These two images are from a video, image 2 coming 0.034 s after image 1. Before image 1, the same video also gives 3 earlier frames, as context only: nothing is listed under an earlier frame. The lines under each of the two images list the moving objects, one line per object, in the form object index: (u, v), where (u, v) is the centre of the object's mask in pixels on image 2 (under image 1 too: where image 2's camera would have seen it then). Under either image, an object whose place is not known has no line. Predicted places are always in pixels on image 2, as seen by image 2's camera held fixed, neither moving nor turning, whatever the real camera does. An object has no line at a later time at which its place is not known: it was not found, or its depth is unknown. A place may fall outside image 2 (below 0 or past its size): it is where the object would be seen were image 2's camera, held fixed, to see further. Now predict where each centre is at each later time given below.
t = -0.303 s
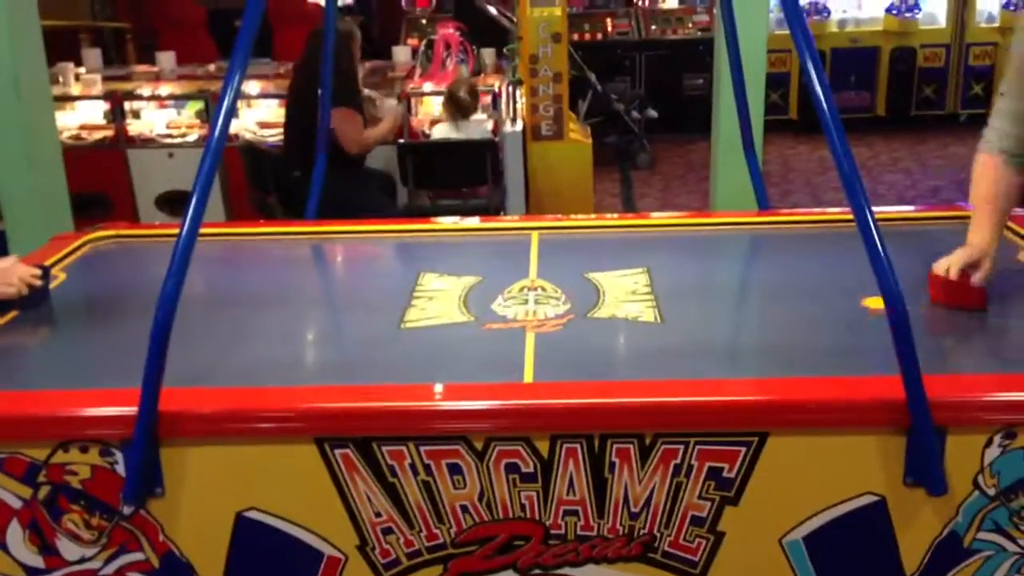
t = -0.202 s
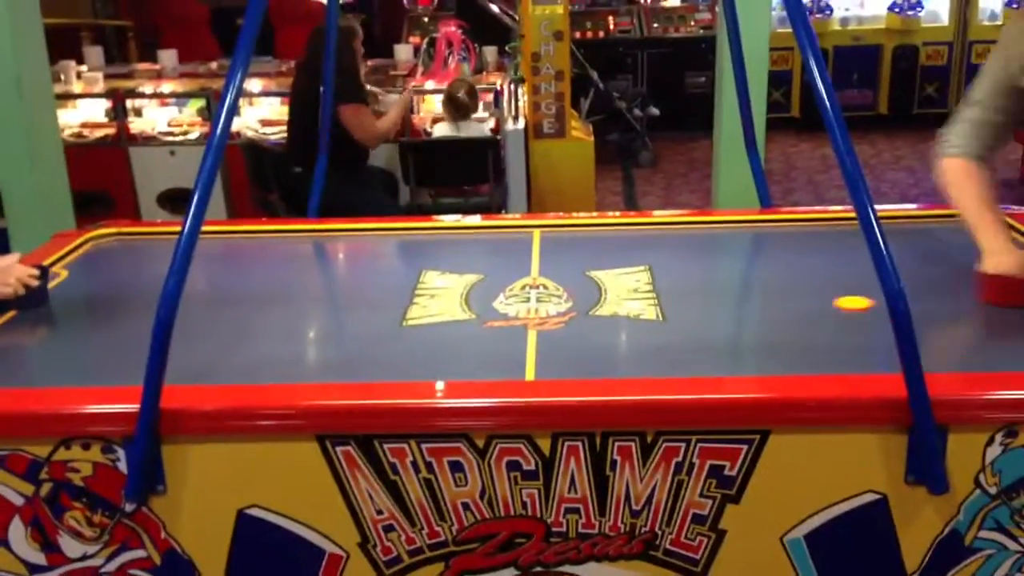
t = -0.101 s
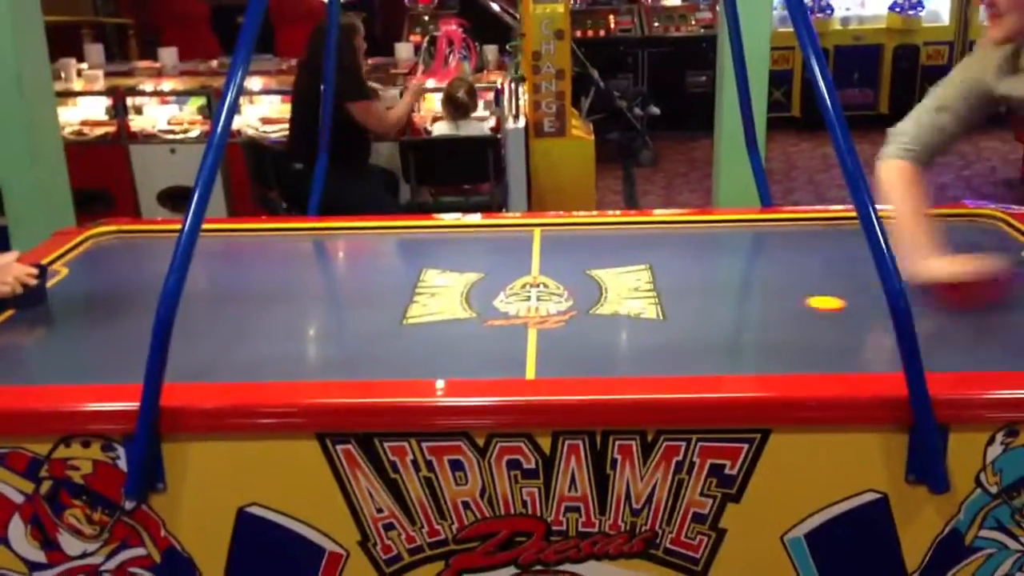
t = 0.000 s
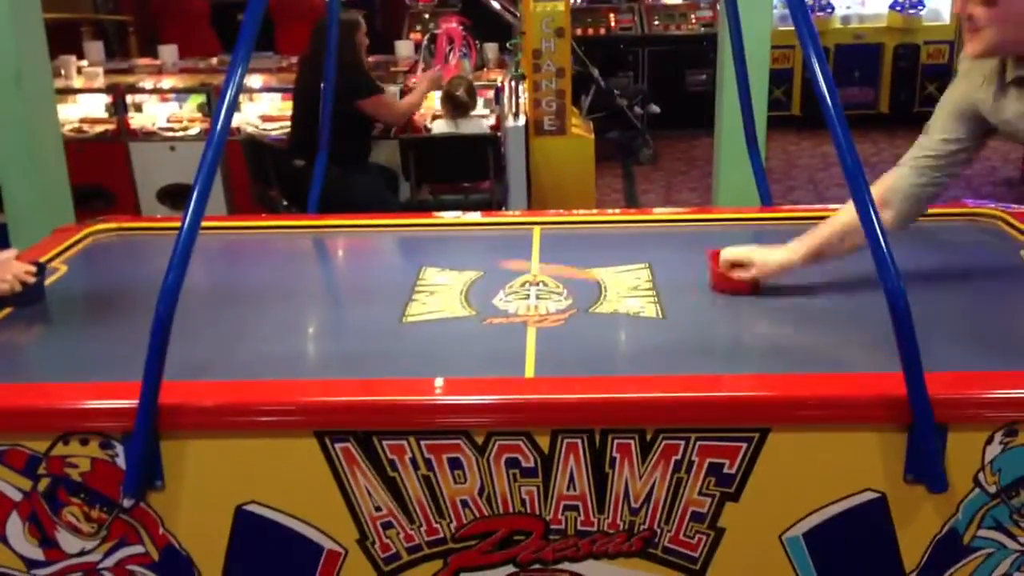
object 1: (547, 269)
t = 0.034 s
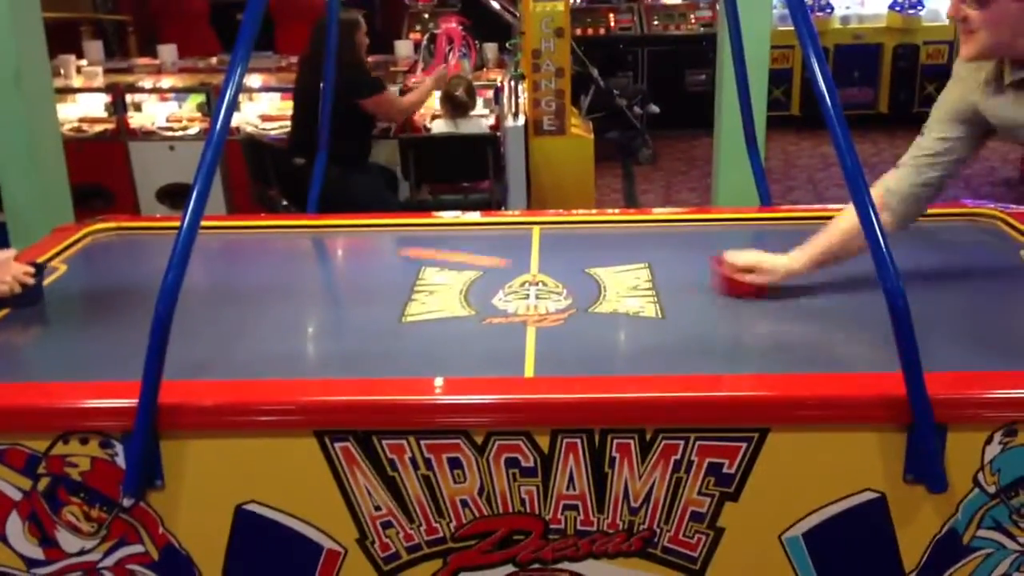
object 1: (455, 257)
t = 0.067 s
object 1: (358, 245)
